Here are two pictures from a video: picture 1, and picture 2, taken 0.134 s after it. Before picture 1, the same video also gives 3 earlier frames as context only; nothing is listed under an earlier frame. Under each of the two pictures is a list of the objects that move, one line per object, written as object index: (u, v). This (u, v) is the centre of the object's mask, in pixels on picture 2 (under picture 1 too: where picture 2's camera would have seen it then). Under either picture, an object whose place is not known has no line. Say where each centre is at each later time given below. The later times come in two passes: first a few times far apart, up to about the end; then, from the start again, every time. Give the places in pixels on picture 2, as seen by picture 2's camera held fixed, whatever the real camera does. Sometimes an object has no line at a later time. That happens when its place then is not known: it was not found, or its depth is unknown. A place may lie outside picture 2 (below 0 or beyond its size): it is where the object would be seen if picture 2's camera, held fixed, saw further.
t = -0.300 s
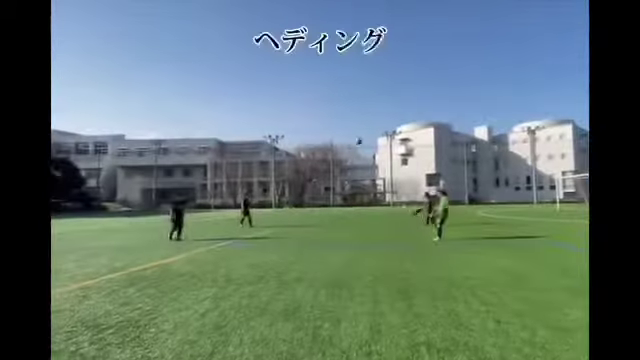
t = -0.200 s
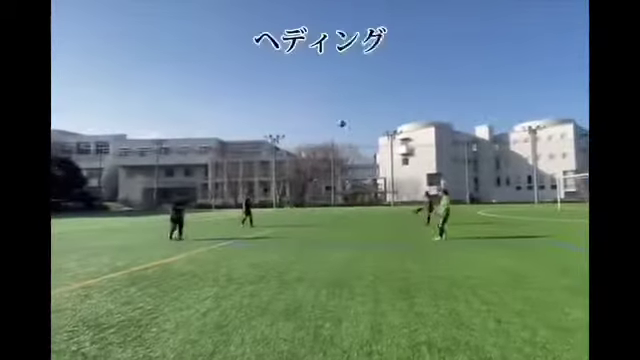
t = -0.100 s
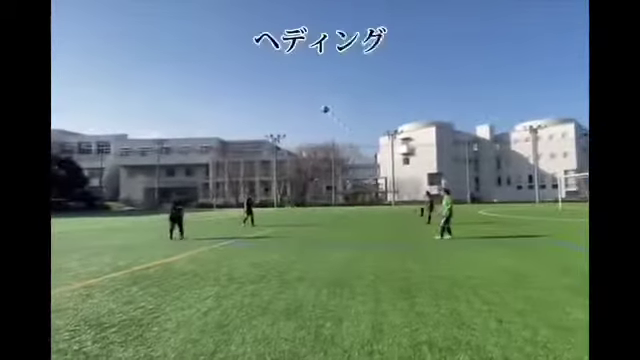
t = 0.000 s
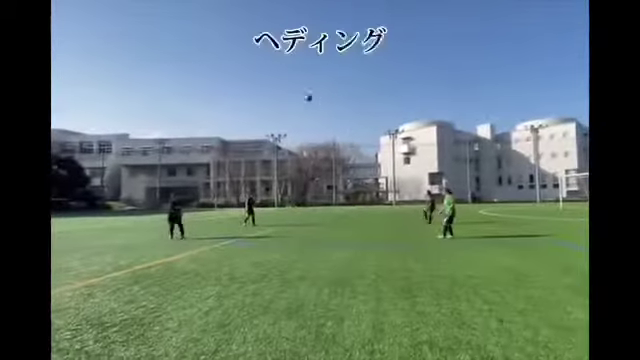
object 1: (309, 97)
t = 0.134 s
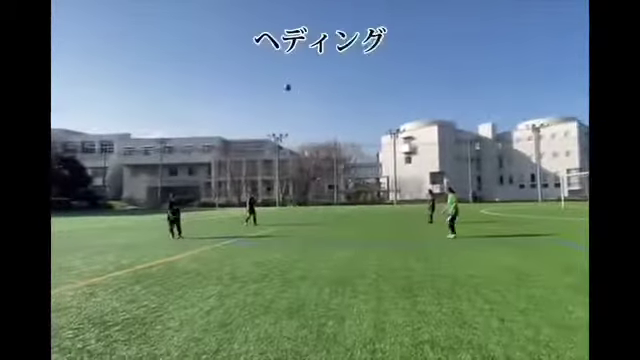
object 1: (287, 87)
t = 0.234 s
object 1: (270, 83)
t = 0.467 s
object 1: (232, 86)
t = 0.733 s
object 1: (190, 111)
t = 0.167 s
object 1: (281, 86)
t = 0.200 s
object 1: (276, 84)
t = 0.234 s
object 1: (270, 83)
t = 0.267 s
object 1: (265, 83)
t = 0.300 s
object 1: (259, 83)
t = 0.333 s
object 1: (254, 83)
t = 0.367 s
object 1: (248, 83)
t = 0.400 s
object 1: (243, 84)
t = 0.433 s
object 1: (237, 85)
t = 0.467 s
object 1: (232, 86)
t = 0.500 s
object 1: (227, 88)
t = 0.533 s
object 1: (222, 91)
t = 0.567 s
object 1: (216, 93)
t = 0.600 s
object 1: (210, 96)
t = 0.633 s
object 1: (206, 99)
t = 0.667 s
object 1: (201, 103)
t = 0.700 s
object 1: (195, 106)
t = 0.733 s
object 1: (190, 111)
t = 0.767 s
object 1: (185, 116)
